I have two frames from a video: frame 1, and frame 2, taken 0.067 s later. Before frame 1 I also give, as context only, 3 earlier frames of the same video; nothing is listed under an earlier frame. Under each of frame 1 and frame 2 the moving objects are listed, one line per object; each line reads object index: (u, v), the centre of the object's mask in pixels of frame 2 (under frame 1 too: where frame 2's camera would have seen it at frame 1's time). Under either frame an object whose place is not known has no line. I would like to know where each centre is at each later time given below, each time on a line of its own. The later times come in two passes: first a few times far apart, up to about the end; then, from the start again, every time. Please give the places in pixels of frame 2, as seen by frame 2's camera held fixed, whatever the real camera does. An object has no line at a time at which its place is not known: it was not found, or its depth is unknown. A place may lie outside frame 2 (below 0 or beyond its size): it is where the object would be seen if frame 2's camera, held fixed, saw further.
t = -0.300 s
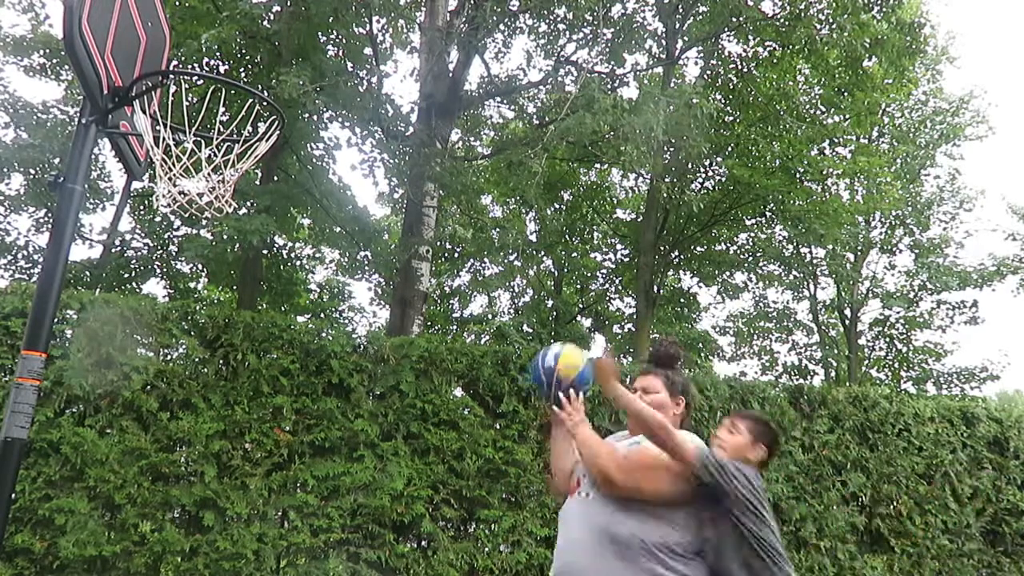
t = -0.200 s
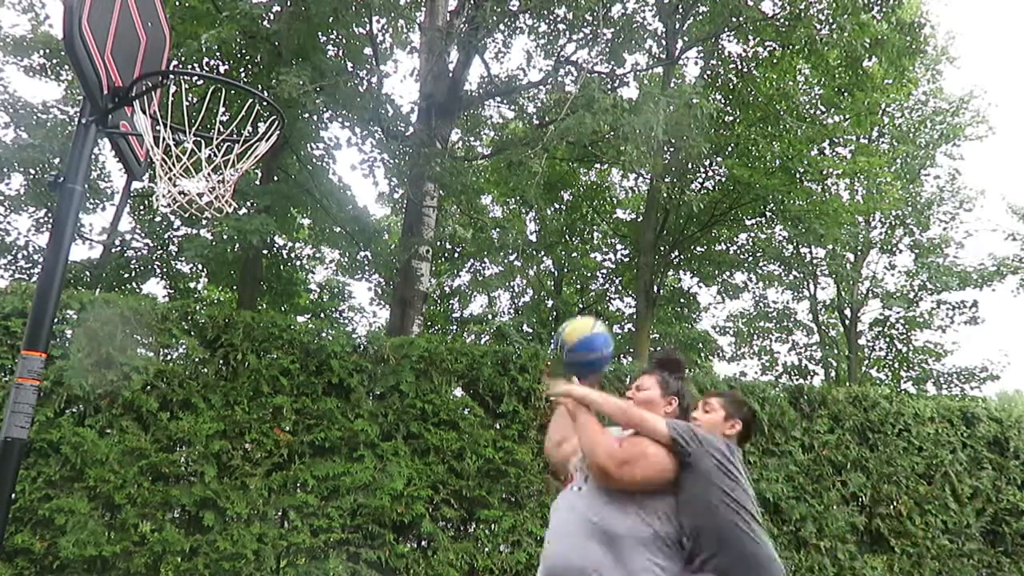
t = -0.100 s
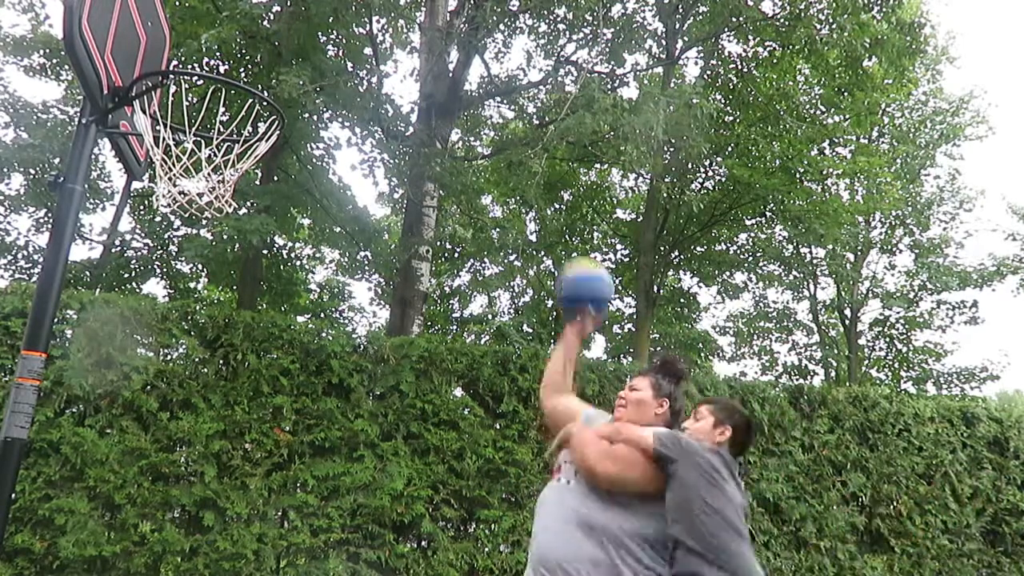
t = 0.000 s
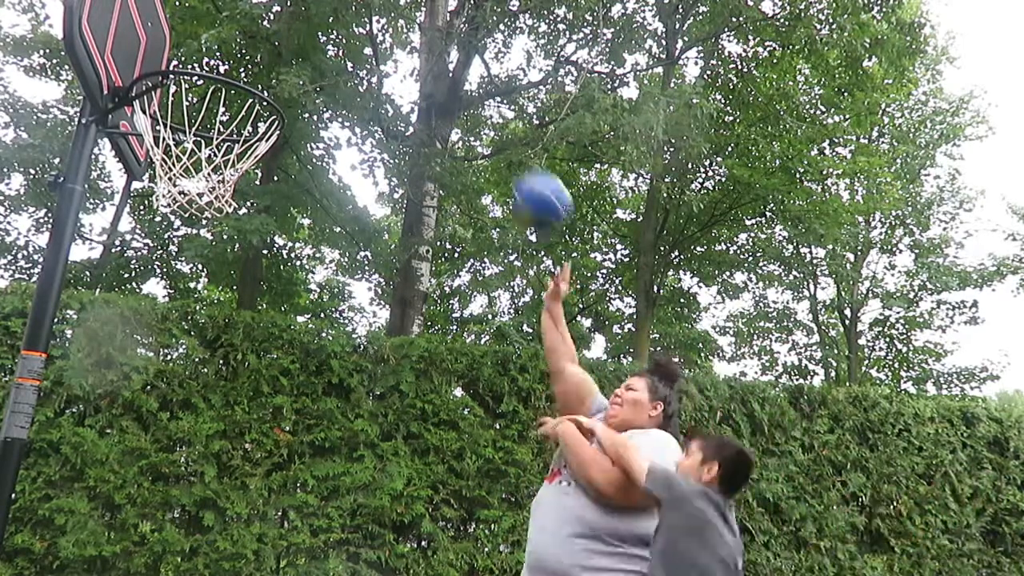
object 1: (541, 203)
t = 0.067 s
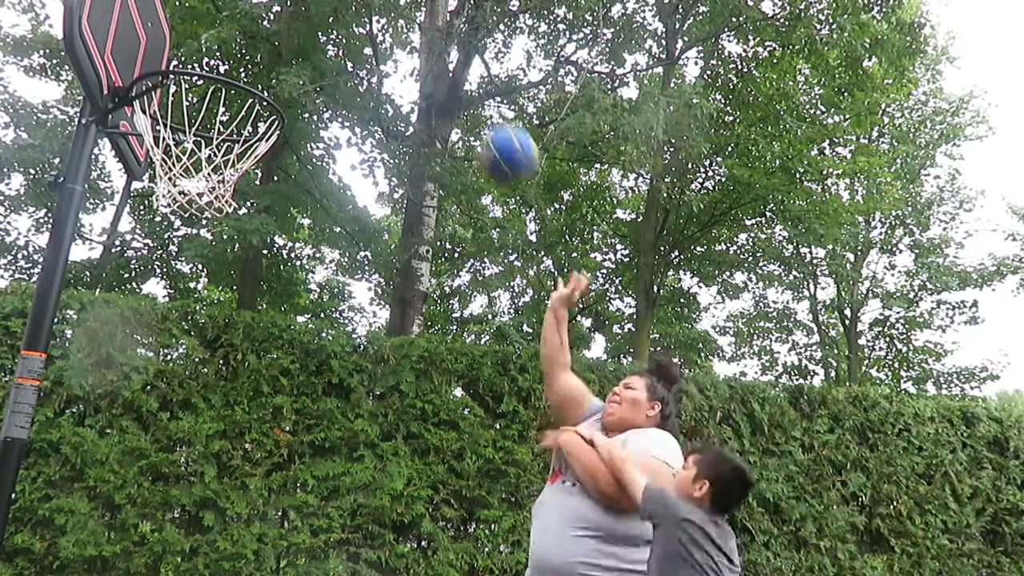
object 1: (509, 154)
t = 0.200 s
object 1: (436, 85)
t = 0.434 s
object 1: (286, 55)
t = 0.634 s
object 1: (188, 143)
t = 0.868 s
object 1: (255, 407)
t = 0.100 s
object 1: (490, 132)
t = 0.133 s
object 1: (468, 114)
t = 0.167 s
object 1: (451, 100)
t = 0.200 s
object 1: (436, 85)
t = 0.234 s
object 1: (418, 75)
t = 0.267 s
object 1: (397, 63)
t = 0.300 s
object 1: (374, 56)
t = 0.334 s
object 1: (352, 52)
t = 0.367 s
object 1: (330, 48)
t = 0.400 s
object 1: (309, 49)
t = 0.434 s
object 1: (286, 55)
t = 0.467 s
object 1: (262, 58)
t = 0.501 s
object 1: (237, 60)
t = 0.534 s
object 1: (209, 82)
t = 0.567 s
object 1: (181, 100)
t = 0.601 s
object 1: (178, 116)
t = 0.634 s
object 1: (188, 143)
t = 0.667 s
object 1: (203, 175)
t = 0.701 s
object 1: (213, 207)
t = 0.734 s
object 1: (223, 240)
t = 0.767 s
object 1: (230, 272)
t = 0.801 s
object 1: (239, 315)
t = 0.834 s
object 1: (246, 357)
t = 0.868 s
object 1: (255, 407)
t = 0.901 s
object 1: (262, 462)
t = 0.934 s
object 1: (269, 521)
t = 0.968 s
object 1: (275, 559)
